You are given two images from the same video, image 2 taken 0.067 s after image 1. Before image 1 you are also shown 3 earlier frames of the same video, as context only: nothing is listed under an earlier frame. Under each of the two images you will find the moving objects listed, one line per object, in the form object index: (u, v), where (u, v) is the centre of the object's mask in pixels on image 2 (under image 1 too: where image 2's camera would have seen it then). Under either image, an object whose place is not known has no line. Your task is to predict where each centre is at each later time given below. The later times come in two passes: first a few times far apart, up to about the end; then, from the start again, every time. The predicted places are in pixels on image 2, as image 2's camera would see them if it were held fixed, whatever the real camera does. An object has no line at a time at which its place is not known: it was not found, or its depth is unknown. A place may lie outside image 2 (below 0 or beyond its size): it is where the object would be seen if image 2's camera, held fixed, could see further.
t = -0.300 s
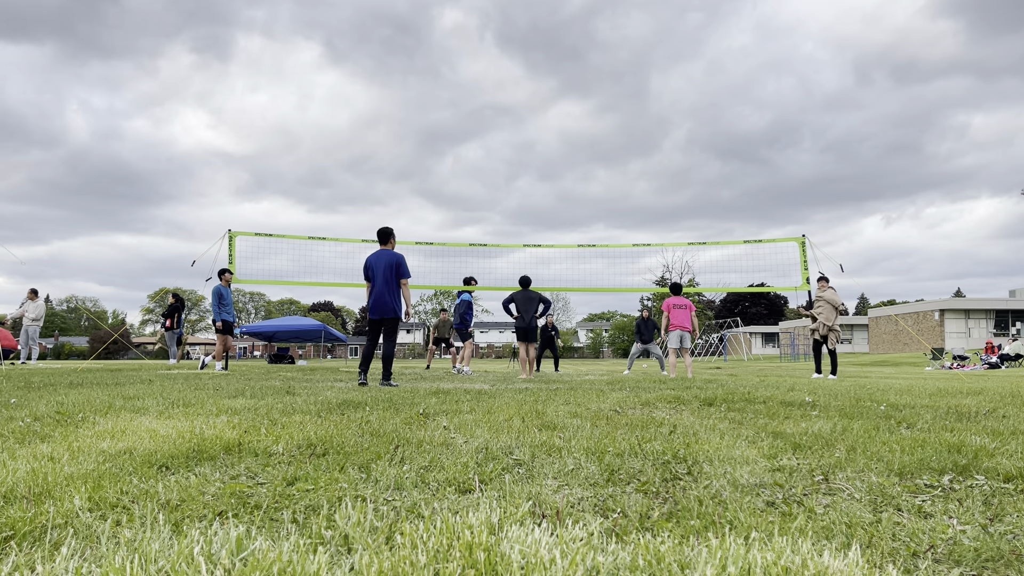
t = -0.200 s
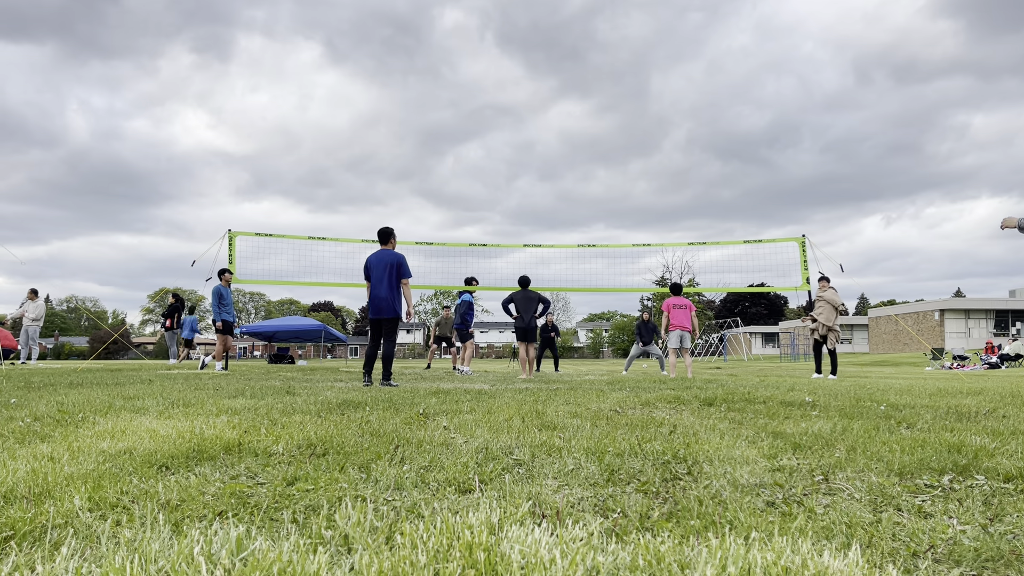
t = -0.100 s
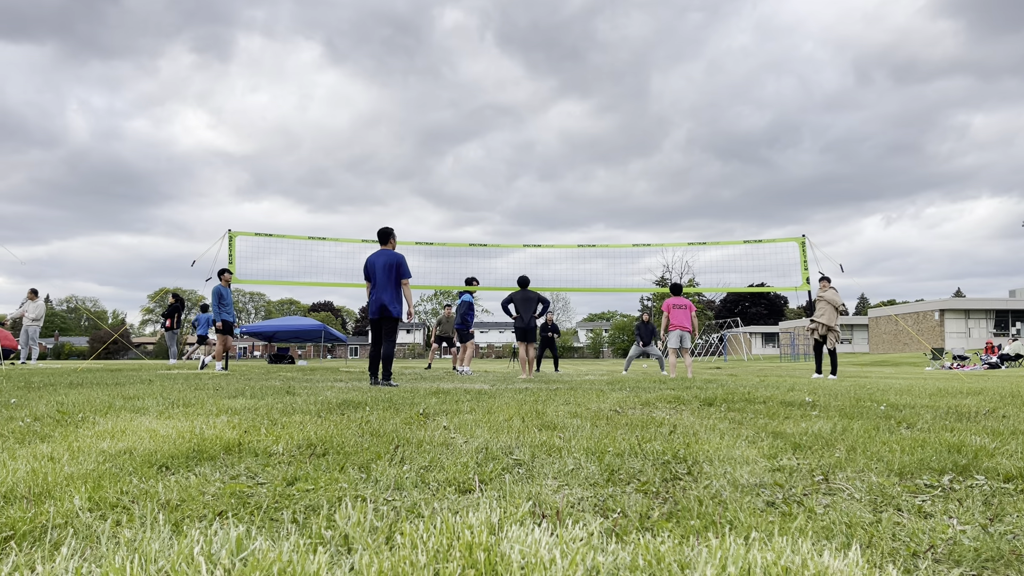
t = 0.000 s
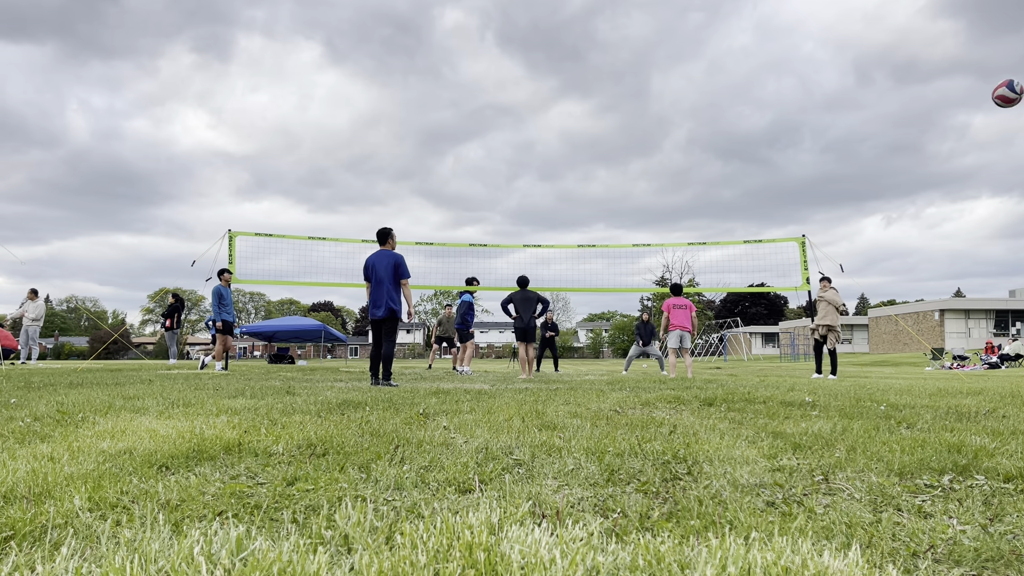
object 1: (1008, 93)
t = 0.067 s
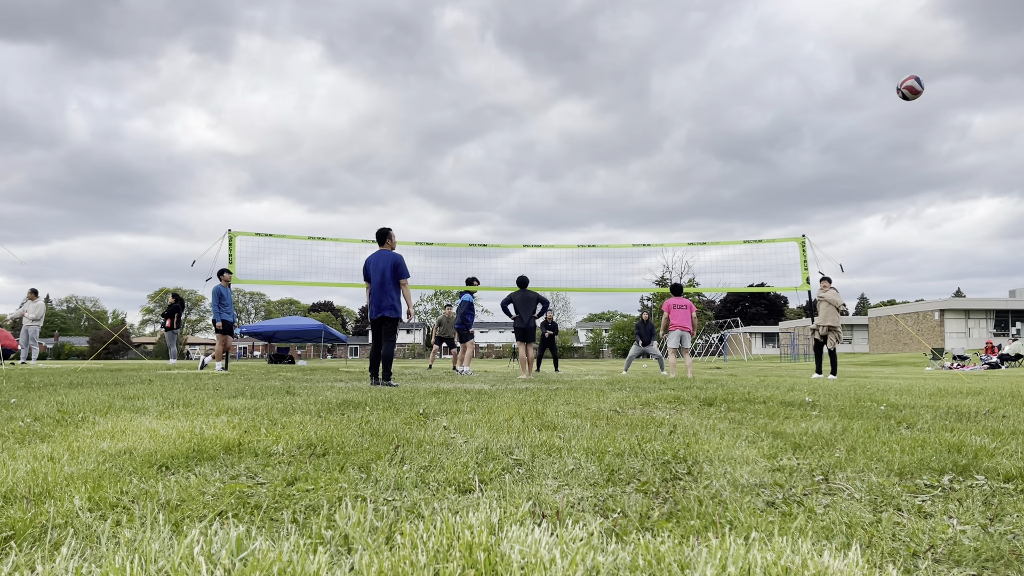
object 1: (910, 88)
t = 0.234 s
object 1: (746, 95)
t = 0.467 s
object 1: (609, 134)
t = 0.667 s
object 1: (532, 178)
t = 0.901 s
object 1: (470, 237)
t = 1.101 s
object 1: (435, 293)
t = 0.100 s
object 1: (870, 87)
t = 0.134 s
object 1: (834, 87)
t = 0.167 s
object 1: (802, 89)
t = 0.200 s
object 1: (772, 91)
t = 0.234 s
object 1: (746, 95)
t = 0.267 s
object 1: (722, 100)
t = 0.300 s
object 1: (699, 105)
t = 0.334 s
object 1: (679, 110)
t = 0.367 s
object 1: (660, 116)
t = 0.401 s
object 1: (642, 122)
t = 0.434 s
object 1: (625, 128)
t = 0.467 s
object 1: (609, 134)
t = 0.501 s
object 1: (595, 141)
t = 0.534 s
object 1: (581, 148)
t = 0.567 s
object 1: (568, 155)
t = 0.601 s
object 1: (556, 163)
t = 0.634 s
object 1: (544, 170)
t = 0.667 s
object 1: (532, 178)
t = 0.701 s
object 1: (522, 186)
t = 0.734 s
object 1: (512, 194)
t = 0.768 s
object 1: (502, 203)
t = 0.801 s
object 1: (494, 211)
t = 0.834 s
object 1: (485, 219)
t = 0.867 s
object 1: (478, 228)
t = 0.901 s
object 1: (470, 237)
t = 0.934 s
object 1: (464, 246)
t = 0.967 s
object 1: (457, 255)
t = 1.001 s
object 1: (451, 264)
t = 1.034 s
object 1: (445, 274)
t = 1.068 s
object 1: (439, 282)
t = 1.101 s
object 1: (435, 293)
